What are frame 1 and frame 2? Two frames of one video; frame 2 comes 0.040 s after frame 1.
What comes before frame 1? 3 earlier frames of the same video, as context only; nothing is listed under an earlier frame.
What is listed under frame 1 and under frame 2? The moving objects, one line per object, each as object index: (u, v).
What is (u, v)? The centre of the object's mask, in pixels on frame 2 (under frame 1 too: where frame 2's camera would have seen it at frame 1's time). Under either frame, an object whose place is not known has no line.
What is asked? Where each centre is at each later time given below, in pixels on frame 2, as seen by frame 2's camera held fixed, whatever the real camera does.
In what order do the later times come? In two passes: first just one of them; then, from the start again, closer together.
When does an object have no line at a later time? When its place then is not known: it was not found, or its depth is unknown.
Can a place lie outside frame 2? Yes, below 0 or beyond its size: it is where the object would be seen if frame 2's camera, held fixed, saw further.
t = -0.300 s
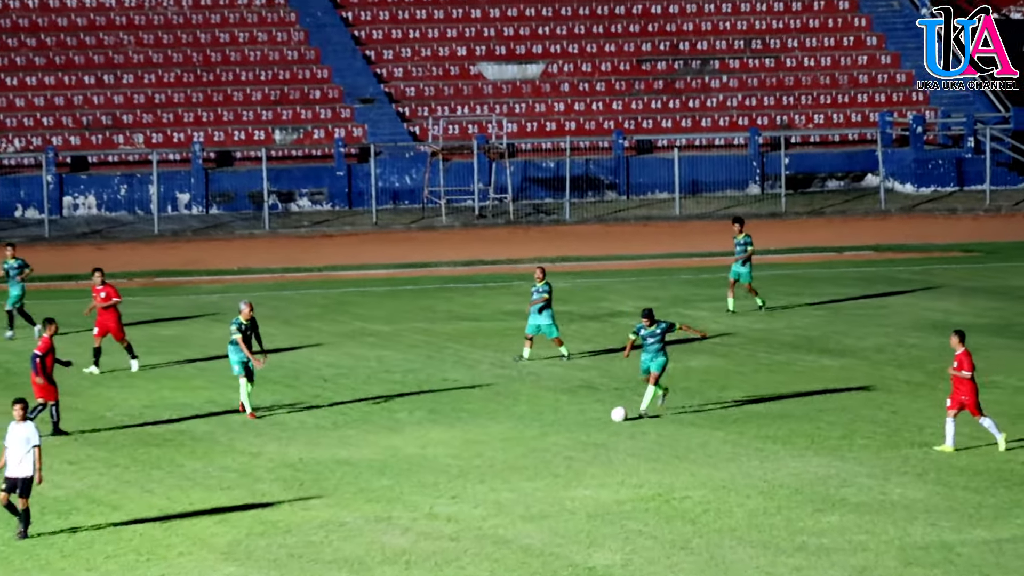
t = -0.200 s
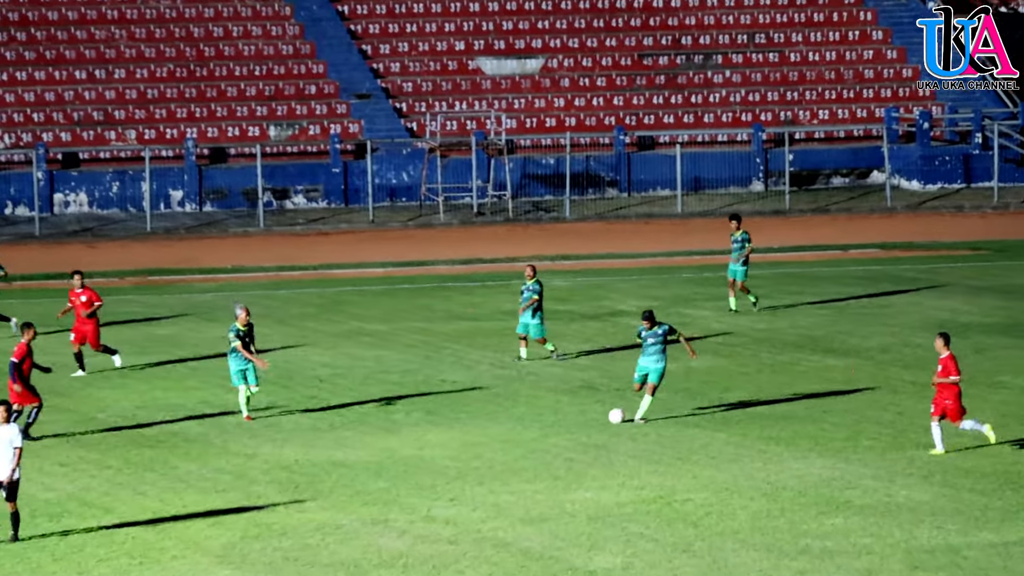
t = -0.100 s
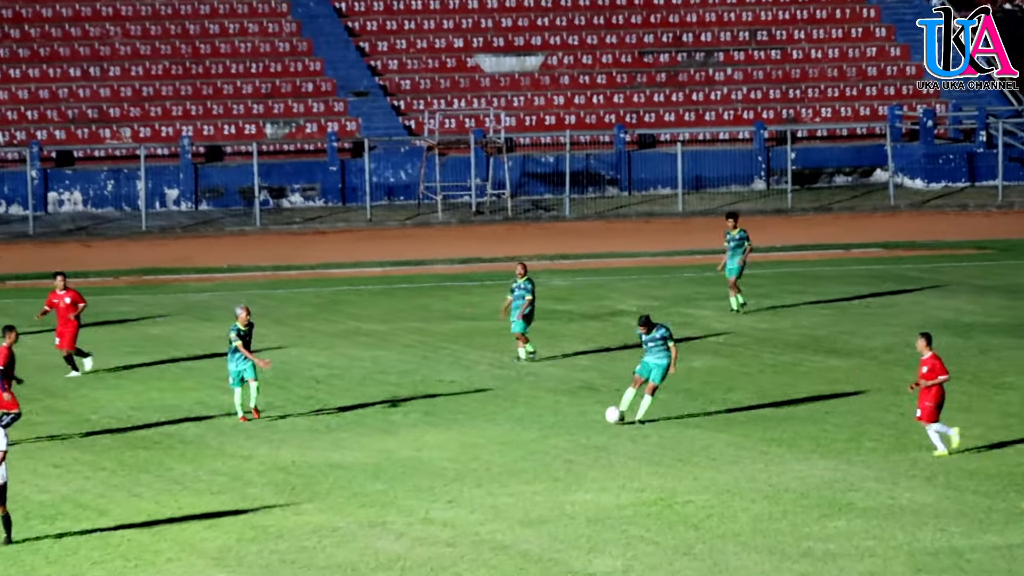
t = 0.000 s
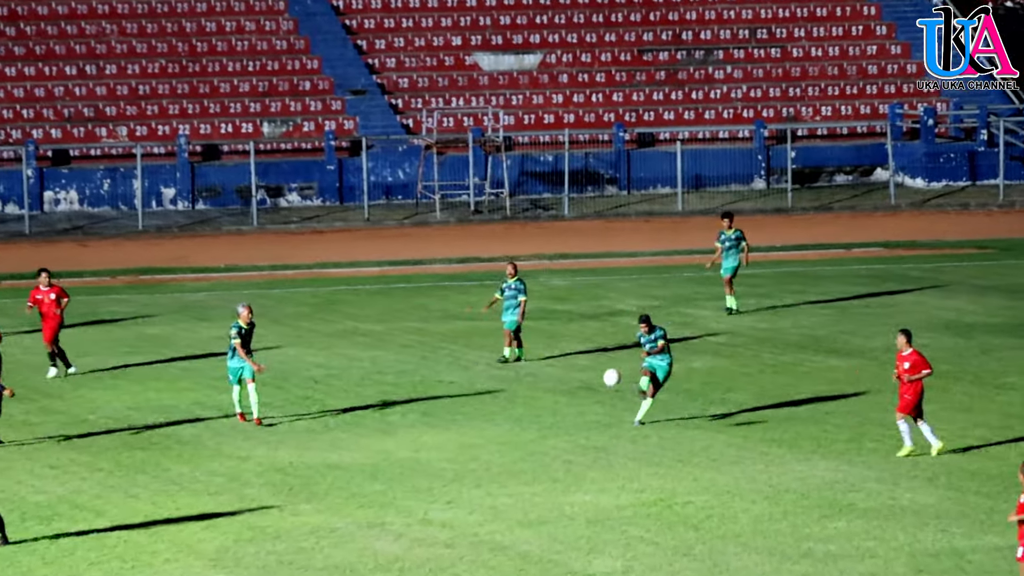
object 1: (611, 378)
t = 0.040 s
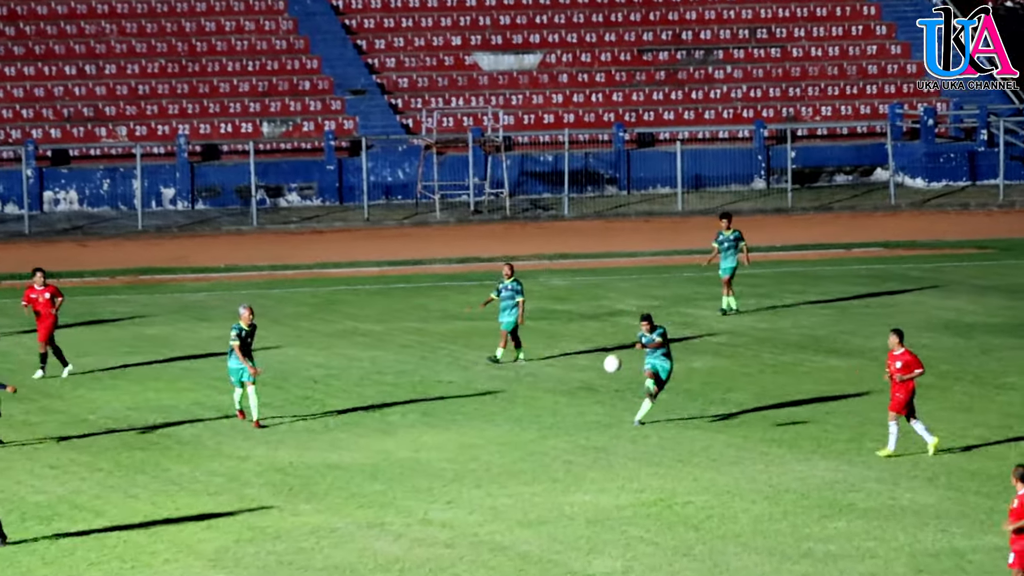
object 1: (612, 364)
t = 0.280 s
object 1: (629, 293)
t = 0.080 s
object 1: (612, 350)
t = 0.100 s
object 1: (613, 344)
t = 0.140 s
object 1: (615, 332)
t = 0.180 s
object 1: (618, 321)
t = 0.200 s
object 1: (620, 315)
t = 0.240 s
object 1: (623, 304)
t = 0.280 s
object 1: (629, 293)
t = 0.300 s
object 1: (630, 289)
